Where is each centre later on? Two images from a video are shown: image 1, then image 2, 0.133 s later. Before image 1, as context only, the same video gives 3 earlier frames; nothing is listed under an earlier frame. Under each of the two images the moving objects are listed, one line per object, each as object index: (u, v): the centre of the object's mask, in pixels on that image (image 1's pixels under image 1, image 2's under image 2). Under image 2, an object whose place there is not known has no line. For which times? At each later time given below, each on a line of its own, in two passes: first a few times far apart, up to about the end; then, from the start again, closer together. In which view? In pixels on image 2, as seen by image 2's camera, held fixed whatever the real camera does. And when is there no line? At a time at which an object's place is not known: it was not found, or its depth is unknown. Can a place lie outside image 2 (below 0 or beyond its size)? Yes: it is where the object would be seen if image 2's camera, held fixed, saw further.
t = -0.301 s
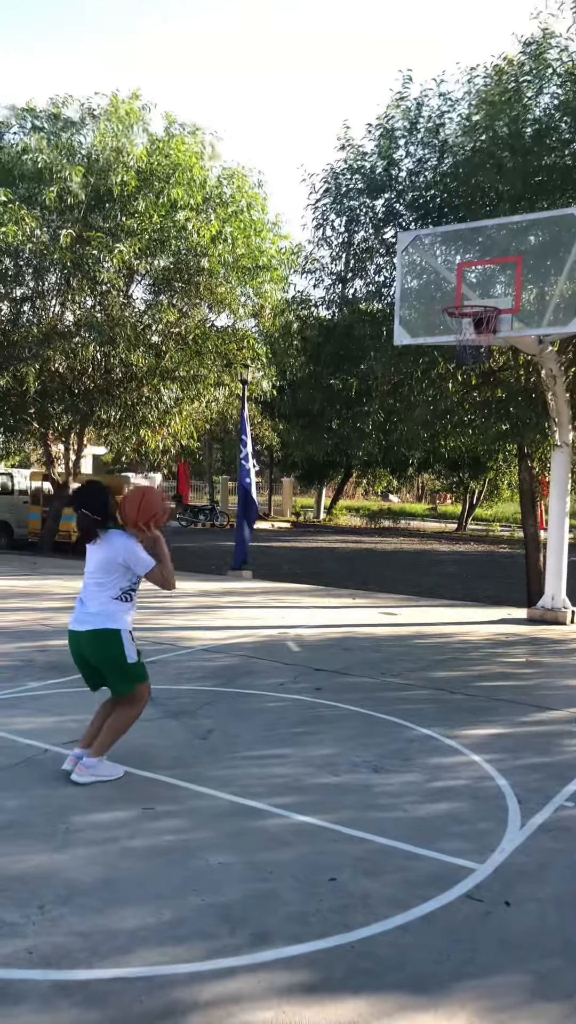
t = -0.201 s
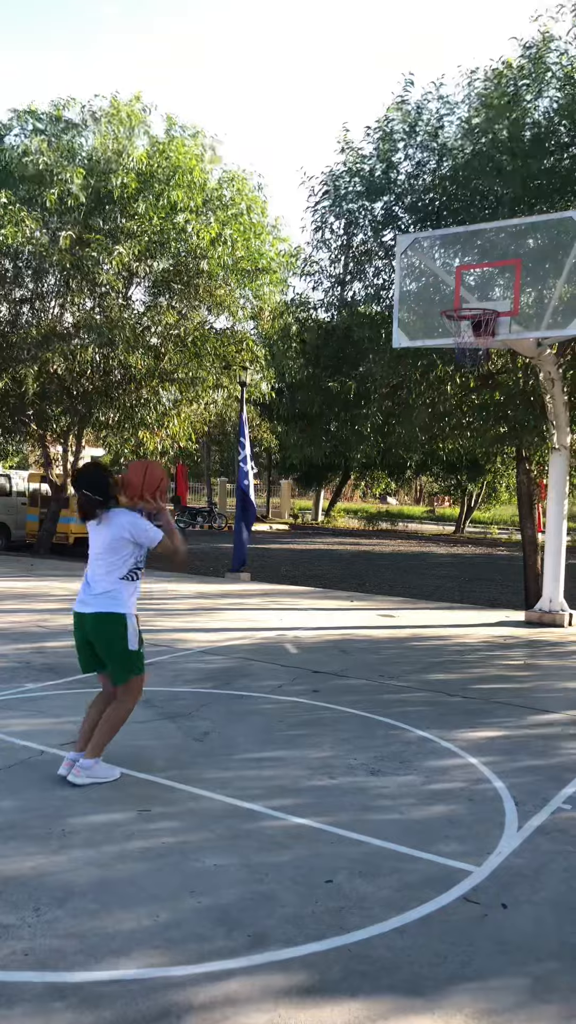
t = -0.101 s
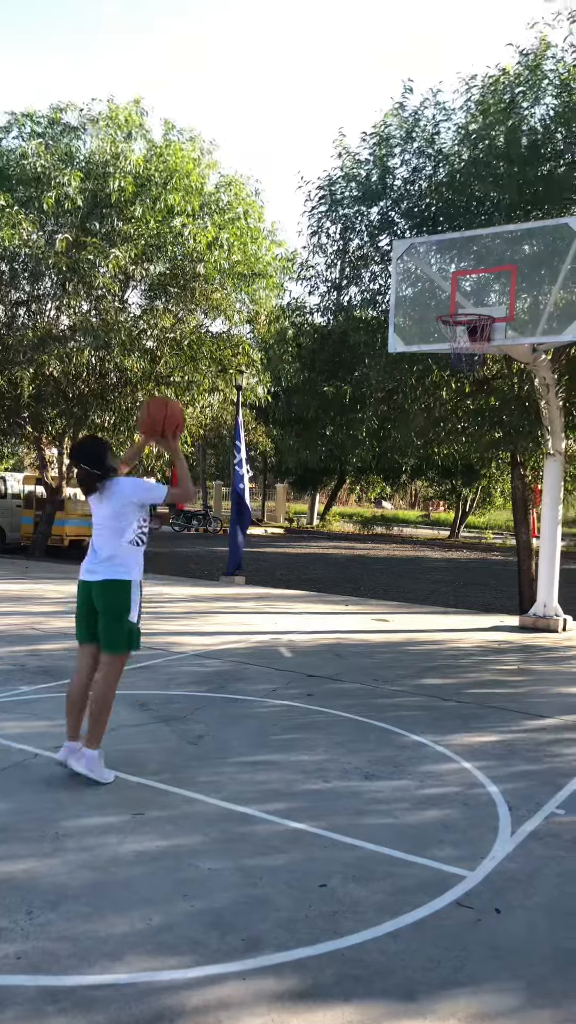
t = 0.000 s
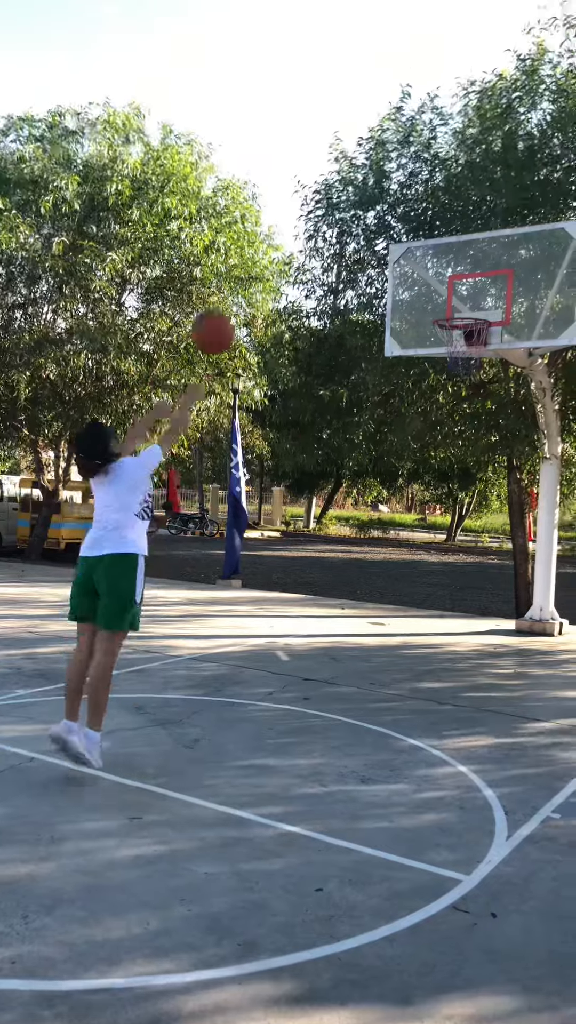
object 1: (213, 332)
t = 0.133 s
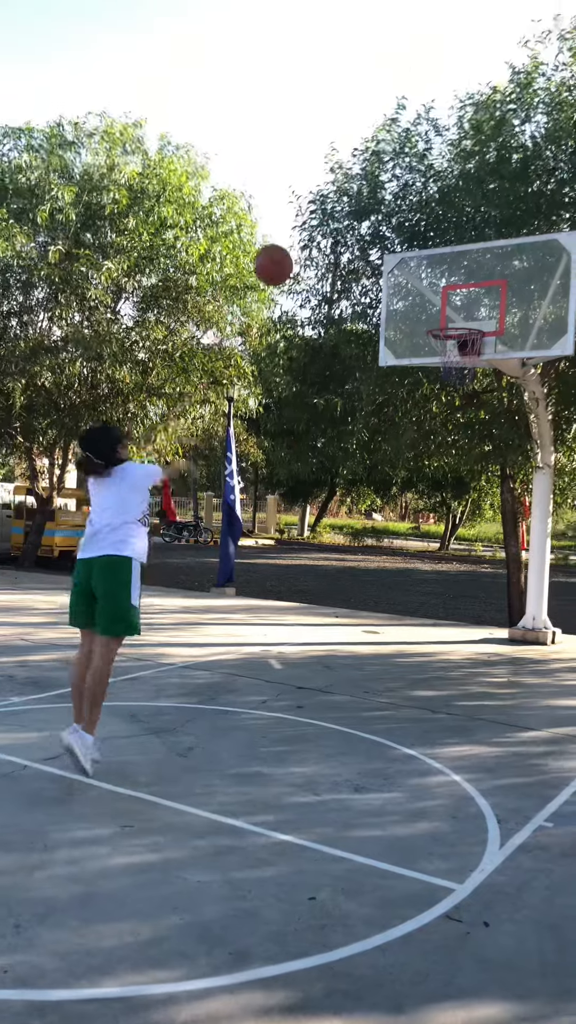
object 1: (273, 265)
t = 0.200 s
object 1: (301, 243)
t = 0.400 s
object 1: (370, 225)
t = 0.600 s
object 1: (422, 261)
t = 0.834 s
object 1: (466, 349)
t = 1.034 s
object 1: (488, 460)
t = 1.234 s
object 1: (504, 595)
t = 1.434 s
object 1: (521, 572)
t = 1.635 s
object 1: (542, 492)
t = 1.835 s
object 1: (560, 453)
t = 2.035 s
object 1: (574, 449)
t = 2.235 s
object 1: (588, 481)
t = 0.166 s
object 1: (288, 253)
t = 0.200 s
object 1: (301, 243)
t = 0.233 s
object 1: (314, 236)
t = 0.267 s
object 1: (327, 231)
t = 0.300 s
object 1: (339, 225)
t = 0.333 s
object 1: (349, 225)
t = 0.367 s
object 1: (361, 224)
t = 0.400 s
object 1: (370, 225)
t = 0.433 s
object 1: (381, 228)
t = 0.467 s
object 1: (389, 232)
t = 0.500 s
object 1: (398, 237)
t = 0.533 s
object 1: (407, 243)
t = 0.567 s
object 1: (415, 251)
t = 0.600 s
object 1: (422, 261)
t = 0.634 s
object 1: (429, 270)
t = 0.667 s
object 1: (437, 279)
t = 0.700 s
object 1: (443, 294)
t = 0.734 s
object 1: (450, 304)
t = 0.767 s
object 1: (457, 318)
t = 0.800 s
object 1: (463, 332)
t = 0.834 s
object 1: (466, 349)
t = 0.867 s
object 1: (472, 365)
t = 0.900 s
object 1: (474, 384)
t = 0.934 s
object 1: (479, 402)
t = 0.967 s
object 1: (483, 421)
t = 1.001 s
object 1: (486, 439)
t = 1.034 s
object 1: (488, 460)
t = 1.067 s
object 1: (491, 482)
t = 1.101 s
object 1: (493, 503)
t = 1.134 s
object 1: (497, 524)
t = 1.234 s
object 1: (504, 595)
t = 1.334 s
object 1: (511, 625)
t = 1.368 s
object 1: (515, 609)
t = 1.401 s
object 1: (519, 590)
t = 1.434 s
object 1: (521, 572)
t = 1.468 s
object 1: (527, 556)
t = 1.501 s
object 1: (529, 541)
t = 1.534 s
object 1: (534, 527)
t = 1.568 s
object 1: (536, 514)
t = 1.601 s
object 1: (539, 503)
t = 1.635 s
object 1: (542, 492)
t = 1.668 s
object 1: (544, 483)
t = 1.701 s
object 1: (550, 476)
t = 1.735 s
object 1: (551, 468)
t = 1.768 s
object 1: (556, 462)
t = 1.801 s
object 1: (558, 458)
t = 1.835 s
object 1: (560, 453)
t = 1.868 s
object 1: (564, 452)
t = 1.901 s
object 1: (565, 446)
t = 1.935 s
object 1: (568, 446)
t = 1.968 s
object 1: (570, 447)
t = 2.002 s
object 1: (572, 447)
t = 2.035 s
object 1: (574, 449)
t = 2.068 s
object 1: (576, 451)
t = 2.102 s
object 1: (579, 455)
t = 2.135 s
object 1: (582, 461)
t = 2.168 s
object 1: (585, 465)
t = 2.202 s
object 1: (586, 473)
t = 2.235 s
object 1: (588, 481)
